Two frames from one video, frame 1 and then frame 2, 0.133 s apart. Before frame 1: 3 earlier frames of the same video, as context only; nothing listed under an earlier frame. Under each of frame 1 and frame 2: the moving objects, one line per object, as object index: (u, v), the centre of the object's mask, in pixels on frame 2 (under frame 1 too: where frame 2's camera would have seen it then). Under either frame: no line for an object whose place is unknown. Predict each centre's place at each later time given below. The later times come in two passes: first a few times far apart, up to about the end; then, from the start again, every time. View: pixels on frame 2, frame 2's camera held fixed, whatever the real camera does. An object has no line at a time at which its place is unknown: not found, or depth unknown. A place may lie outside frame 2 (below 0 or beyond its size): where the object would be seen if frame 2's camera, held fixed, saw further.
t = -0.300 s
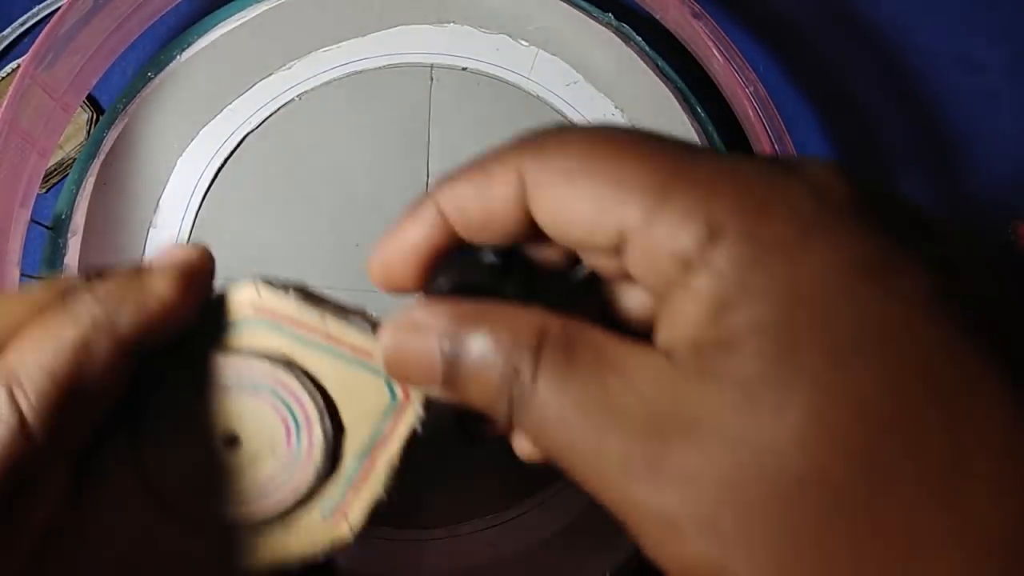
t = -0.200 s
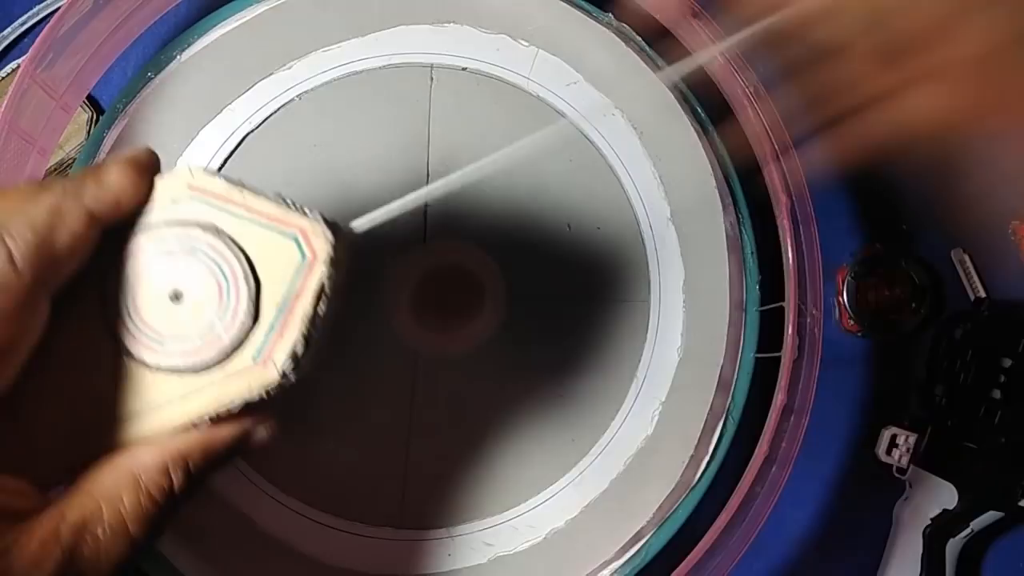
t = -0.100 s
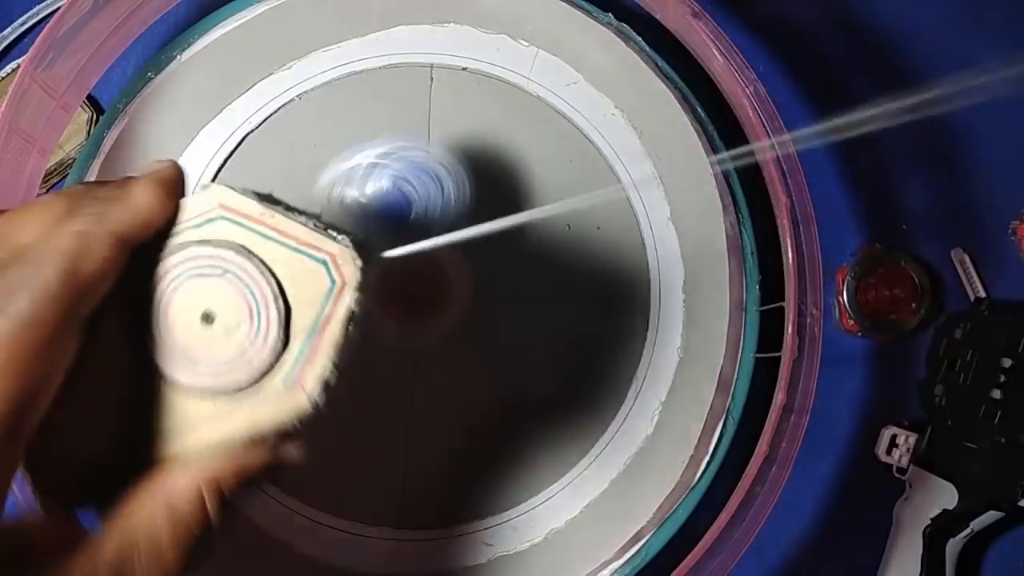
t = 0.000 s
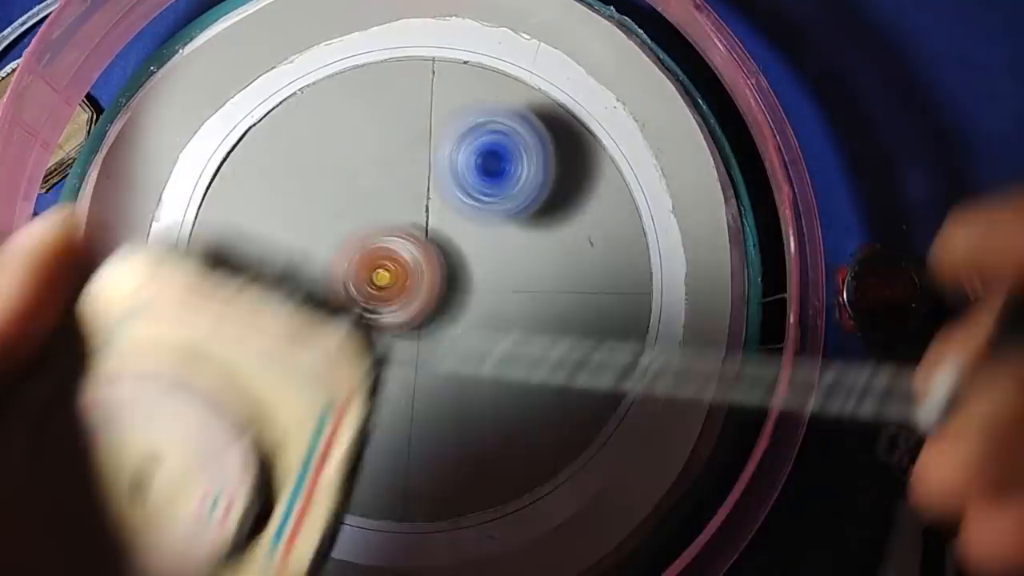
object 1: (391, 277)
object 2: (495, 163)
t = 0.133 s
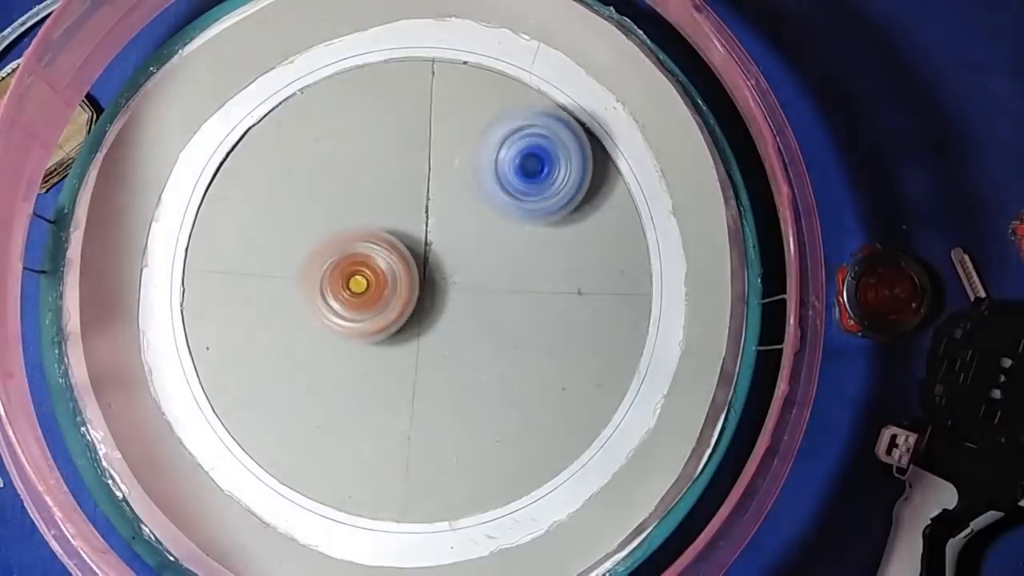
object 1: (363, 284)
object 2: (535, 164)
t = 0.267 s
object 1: (355, 284)
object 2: (582, 125)
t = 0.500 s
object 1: (377, 255)
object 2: (582, 144)
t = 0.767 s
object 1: (390, 211)
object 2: (625, 220)
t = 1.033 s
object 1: (410, 210)
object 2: (631, 332)
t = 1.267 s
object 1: (425, 195)
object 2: (610, 394)
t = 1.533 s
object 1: (421, 223)
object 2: (531, 473)
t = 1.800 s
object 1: (451, 269)
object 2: (459, 506)
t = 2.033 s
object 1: (453, 258)
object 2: (408, 466)
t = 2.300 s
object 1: (427, 258)
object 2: (320, 387)
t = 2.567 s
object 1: (419, 206)
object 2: (224, 330)
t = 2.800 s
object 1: (405, 210)
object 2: (185, 257)
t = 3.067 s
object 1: (432, 215)
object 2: (214, 182)
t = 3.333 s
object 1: (434, 228)
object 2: (270, 113)
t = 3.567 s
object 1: (440, 237)
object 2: (326, 77)
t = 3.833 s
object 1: (448, 252)
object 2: (414, 121)
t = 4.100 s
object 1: (437, 283)
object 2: (441, 119)
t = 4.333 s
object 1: (410, 295)
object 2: (415, 166)
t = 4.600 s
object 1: (414, 372)
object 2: (433, 238)
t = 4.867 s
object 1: (411, 374)
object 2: (441, 247)
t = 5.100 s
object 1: (383, 353)
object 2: (439, 220)
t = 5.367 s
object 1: (364, 314)
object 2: (430, 206)
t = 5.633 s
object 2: (502, 124)
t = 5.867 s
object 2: (524, 99)
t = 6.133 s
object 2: (490, 153)
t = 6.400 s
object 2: (484, 212)
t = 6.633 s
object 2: (467, 276)
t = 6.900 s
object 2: (470, 338)
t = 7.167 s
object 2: (429, 349)
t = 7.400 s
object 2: (392, 348)
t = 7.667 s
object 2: (347, 317)
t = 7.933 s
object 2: (303, 244)
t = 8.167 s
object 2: (305, 178)
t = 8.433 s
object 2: (352, 120)
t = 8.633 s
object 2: (409, 122)
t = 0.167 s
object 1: (359, 285)
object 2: (541, 155)
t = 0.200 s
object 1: (359, 285)
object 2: (553, 145)
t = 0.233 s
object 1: (355, 285)
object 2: (565, 135)
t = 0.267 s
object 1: (355, 284)
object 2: (582, 125)
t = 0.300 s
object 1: (356, 281)
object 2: (578, 123)
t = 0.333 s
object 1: (356, 278)
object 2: (569, 126)
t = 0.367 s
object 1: (359, 273)
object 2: (561, 129)
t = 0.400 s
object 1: (361, 270)
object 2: (558, 132)
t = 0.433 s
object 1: (366, 265)
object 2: (562, 136)
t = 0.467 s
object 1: (370, 259)
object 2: (571, 140)
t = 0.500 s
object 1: (377, 255)
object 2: (582, 144)
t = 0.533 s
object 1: (380, 251)
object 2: (594, 149)
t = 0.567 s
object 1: (382, 247)
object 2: (599, 158)
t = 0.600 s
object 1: (383, 240)
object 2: (602, 167)
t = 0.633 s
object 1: (385, 233)
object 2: (609, 177)
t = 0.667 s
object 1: (386, 226)
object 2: (616, 188)
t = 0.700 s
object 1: (388, 221)
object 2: (619, 195)
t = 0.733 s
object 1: (388, 215)
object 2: (623, 206)
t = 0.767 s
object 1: (390, 211)
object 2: (625, 220)
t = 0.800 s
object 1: (390, 208)
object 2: (625, 232)
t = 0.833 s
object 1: (390, 207)
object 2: (626, 247)
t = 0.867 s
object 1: (392, 204)
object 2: (628, 265)
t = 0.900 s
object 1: (395, 204)
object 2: (629, 279)
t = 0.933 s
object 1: (400, 203)
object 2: (633, 295)
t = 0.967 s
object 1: (402, 205)
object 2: (640, 313)
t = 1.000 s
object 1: (408, 205)
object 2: (637, 323)
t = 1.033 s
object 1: (410, 210)
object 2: (631, 332)
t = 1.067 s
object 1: (417, 213)
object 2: (631, 341)
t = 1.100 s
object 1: (421, 217)
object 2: (626, 351)
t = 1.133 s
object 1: (423, 206)
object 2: (622, 358)
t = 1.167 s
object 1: (426, 206)
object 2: (621, 367)
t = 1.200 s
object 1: (429, 204)
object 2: (616, 375)
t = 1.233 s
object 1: (428, 200)
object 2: (616, 385)
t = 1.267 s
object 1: (425, 195)
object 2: (610, 394)
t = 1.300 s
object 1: (425, 192)
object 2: (604, 401)
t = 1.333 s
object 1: (422, 186)
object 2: (596, 412)
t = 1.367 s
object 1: (420, 191)
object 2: (585, 422)
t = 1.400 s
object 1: (422, 203)
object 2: (574, 433)
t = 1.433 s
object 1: (422, 210)
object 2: (563, 444)
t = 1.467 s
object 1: (421, 215)
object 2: (552, 454)
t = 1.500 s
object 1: (422, 218)
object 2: (542, 467)
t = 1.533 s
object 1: (421, 223)
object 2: (531, 473)
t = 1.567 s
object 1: (423, 224)
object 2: (521, 477)
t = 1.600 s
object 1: (426, 231)
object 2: (512, 485)
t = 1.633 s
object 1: (429, 236)
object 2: (502, 493)
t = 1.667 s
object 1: (436, 252)
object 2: (494, 498)
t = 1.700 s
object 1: (440, 249)
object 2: (486, 497)
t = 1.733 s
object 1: (446, 254)
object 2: (478, 499)
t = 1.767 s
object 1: (451, 267)
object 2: (468, 502)
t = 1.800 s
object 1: (451, 269)
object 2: (459, 506)
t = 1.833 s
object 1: (456, 270)
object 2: (452, 506)
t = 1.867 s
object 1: (457, 269)
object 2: (445, 504)
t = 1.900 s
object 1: (461, 268)
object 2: (437, 500)
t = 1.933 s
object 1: (462, 266)
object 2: (428, 493)
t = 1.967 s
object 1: (462, 262)
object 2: (422, 486)
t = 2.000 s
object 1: (459, 261)
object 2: (415, 477)
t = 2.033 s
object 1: (453, 258)
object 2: (408, 466)
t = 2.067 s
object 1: (446, 260)
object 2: (400, 453)
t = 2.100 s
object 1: (440, 273)
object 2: (393, 438)
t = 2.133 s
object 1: (435, 268)
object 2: (386, 422)
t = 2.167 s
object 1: (431, 271)
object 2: (380, 407)
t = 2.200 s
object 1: (428, 273)
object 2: (369, 397)
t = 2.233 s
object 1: (435, 268)
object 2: (350, 397)
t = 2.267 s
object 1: (433, 259)
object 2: (334, 393)
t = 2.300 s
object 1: (427, 258)
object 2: (320, 387)
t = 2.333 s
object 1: (425, 264)
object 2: (306, 381)
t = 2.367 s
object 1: (427, 254)
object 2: (293, 376)
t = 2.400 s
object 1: (430, 245)
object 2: (279, 370)
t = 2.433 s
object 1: (437, 242)
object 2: (267, 362)
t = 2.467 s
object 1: (435, 226)
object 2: (255, 355)
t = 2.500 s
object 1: (433, 223)
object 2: (243, 348)
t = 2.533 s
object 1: (425, 208)
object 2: (234, 339)
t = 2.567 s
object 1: (419, 206)
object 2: (224, 330)
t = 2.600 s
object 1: (415, 203)
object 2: (216, 321)
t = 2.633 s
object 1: (410, 203)
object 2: (207, 311)
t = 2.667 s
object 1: (409, 203)
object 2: (202, 300)
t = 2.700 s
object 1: (407, 204)
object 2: (196, 291)
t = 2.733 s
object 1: (406, 206)
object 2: (192, 281)
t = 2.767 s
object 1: (407, 206)
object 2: (188, 270)
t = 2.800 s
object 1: (405, 210)
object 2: (185, 257)
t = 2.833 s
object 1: (405, 212)
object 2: (184, 245)
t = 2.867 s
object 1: (408, 214)
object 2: (190, 239)
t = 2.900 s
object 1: (411, 219)
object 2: (193, 228)
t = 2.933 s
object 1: (415, 221)
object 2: (192, 215)
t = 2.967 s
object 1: (420, 223)
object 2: (198, 206)
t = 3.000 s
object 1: (430, 220)
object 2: (202, 198)
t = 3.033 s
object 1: (434, 218)
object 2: (208, 189)
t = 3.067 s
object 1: (432, 215)
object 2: (214, 182)
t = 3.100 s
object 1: (431, 210)
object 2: (219, 172)
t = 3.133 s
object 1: (426, 207)
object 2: (227, 164)
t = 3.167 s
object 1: (424, 204)
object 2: (232, 153)
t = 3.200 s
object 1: (418, 217)
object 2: (240, 144)
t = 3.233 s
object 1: (420, 223)
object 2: (247, 135)
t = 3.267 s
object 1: (428, 227)
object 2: (254, 126)
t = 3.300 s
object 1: (432, 226)
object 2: (263, 120)
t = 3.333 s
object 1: (434, 228)
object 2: (270, 113)
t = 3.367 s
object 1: (437, 226)
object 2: (278, 106)
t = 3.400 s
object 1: (437, 229)
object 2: (286, 100)
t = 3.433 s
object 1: (436, 230)
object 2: (293, 94)
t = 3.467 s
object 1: (437, 231)
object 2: (301, 88)
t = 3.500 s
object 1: (438, 231)
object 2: (309, 83)
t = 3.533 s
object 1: (439, 235)
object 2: (317, 79)
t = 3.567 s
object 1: (440, 237)
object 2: (326, 77)
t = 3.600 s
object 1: (442, 248)
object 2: (338, 76)
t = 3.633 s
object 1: (443, 241)
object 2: (348, 78)
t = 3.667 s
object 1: (448, 252)
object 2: (358, 81)
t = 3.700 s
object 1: (448, 246)
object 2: (368, 86)
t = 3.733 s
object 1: (447, 254)
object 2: (381, 92)
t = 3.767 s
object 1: (449, 253)
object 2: (394, 101)
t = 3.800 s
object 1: (446, 244)
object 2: (404, 111)
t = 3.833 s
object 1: (448, 252)
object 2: (414, 121)
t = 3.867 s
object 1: (447, 255)
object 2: (423, 134)
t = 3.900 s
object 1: (445, 259)
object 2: (429, 138)
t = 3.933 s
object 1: (447, 263)
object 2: (432, 138)
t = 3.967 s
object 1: (444, 271)
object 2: (434, 135)
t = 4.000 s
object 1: (443, 281)
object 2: (435, 129)
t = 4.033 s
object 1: (440, 286)
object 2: (436, 125)
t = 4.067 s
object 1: (438, 284)
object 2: (439, 121)
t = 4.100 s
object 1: (437, 283)
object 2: (441, 119)
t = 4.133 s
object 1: (435, 284)
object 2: (440, 118)
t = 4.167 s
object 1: (431, 284)
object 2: (440, 121)
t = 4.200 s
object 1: (427, 286)
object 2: (438, 126)
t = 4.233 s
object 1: (420, 290)
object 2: (433, 132)
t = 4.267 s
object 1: (417, 292)
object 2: (426, 140)
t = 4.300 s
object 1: (413, 295)
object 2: (417, 151)
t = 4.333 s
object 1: (410, 295)
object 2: (415, 166)
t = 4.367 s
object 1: (406, 304)
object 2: (414, 176)
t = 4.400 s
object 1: (404, 318)
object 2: (414, 178)
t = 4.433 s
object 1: (406, 322)
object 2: (415, 191)
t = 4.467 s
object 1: (408, 333)
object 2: (415, 204)
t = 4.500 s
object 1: (409, 348)
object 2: (415, 210)
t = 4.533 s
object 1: (409, 359)
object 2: (419, 222)
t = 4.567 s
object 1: (412, 364)
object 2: (425, 233)
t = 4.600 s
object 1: (414, 372)
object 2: (433, 238)
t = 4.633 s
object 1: (415, 380)
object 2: (440, 239)
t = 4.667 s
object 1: (416, 382)
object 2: (444, 240)
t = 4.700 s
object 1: (415, 384)
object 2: (446, 238)
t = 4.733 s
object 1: (415, 385)
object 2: (441, 236)
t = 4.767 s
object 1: (414, 384)
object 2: (436, 236)
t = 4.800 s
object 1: (413, 382)
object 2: (435, 238)
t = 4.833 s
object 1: (412, 379)
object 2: (436, 241)
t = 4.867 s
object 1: (411, 374)
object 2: (441, 247)
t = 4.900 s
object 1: (410, 370)
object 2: (444, 251)
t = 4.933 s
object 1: (404, 368)
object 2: (452, 252)
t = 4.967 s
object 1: (402, 364)
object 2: (457, 249)
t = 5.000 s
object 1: (397, 358)
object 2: (453, 241)
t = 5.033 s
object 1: (395, 353)
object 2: (447, 238)
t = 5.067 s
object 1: (394, 347)
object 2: (437, 234)
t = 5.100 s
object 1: (383, 353)
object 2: (439, 220)
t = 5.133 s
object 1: (374, 351)
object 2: (436, 205)
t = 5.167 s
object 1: (369, 348)
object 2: (429, 193)
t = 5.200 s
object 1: (365, 344)
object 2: (426, 188)
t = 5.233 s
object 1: (363, 340)
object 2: (431, 187)
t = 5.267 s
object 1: (362, 335)
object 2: (432, 191)
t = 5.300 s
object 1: (362, 328)
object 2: (428, 191)
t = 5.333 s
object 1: (363, 321)
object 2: (425, 197)
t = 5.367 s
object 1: (364, 314)
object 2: (430, 206)
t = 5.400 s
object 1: (354, 312)
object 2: (445, 209)
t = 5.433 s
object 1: (333, 314)
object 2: (467, 193)
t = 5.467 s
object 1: (319, 310)
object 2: (480, 181)
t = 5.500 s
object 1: (313, 304)
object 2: (484, 169)
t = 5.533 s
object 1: (306, 298)
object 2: (489, 156)
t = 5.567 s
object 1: (303, 293)
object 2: (493, 146)
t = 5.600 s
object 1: (301, 288)
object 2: (496, 134)
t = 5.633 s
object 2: (502, 124)
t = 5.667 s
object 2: (507, 118)
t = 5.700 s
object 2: (510, 111)
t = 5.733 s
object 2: (516, 103)
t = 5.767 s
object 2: (518, 100)
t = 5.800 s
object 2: (520, 98)
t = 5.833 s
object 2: (525, 98)
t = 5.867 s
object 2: (524, 99)
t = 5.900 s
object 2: (523, 100)
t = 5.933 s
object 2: (523, 105)
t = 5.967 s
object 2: (519, 109)
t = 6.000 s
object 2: (515, 117)
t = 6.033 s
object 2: (508, 128)
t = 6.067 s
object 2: (501, 137)
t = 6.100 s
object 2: (489, 146)
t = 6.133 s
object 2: (490, 153)
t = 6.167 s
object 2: (492, 159)
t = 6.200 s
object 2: (489, 166)
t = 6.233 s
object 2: (484, 175)
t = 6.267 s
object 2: (486, 182)
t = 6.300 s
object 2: (488, 187)
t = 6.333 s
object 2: (488, 195)
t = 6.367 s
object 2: (487, 204)
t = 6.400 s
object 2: (484, 212)
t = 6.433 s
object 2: (482, 224)
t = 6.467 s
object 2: (477, 232)
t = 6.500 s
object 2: (474, 241)
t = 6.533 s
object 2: (471, 252)
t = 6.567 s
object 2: (466, 262)
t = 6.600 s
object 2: (467, 271)
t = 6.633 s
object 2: (467, 276)
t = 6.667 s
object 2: (471, 284)
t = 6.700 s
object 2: (472, 294)
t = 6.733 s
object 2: (474, 302)
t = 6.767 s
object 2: (475, 312)
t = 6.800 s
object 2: (476, 320)
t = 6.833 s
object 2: (475, 328)
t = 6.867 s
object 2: (472, 333)
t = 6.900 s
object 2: (470, 338)
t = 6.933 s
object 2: (466, 344)
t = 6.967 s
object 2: (460, 348)
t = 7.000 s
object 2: (455, 351)
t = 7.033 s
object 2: (451, 353)
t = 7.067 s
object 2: (445, 354)
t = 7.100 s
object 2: (440, 354)
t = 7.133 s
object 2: (435, 353)
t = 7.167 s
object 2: (429, 349)
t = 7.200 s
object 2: (424, 347)
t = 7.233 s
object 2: (418, 342)
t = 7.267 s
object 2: (410, 340)
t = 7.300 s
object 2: (405, 342)
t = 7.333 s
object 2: (401, 345)
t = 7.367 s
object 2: (396, 349)
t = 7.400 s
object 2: (392, 348)
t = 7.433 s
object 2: (389, 349)
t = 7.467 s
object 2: (385, 345)
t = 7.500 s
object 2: (381, 341)
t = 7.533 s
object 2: (374, 337)
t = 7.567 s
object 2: (366, 333)
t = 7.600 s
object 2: (359, 329)
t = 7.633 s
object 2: (351, 324)
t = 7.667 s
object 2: (347, 317)
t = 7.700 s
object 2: (338, 308)
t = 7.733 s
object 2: (331, 301)
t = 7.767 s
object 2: (325, 293)
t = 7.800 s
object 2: (318, 283)
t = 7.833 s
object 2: (315, 274)
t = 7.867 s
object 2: (310, 265)
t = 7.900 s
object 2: (306, 255)
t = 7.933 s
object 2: (303, 244)
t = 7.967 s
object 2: (300, 235)
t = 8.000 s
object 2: (297, 225)
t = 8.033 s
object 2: (296, 215)
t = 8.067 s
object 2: (297, 206)
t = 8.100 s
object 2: (298, 196)
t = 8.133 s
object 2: (300, 187)
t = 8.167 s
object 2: (305, 178)
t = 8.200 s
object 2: (309, 169)
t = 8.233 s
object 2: (314, 161)
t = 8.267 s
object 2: (320, 154)
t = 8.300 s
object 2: (326, 147)
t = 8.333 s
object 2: (331, 140)
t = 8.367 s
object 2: (339, 134)
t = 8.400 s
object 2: (346, 128)
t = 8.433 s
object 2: (352, 120)
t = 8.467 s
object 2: (360, 115)
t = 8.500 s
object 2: (370, 111)
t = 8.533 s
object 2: (380, 109)
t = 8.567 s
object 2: (389, 111)
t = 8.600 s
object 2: (399, 116)
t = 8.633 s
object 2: (409, 122)
